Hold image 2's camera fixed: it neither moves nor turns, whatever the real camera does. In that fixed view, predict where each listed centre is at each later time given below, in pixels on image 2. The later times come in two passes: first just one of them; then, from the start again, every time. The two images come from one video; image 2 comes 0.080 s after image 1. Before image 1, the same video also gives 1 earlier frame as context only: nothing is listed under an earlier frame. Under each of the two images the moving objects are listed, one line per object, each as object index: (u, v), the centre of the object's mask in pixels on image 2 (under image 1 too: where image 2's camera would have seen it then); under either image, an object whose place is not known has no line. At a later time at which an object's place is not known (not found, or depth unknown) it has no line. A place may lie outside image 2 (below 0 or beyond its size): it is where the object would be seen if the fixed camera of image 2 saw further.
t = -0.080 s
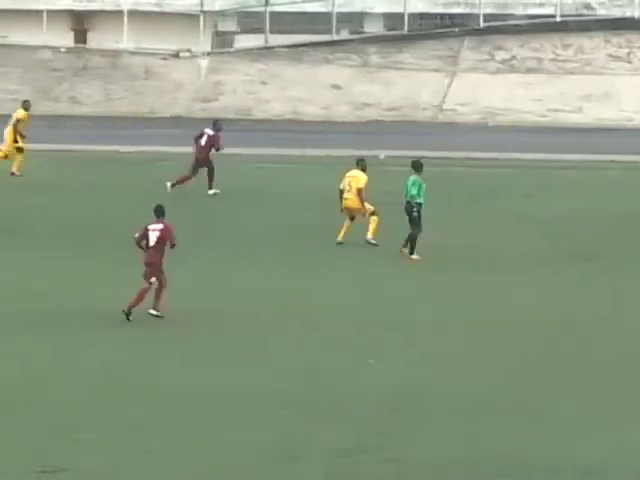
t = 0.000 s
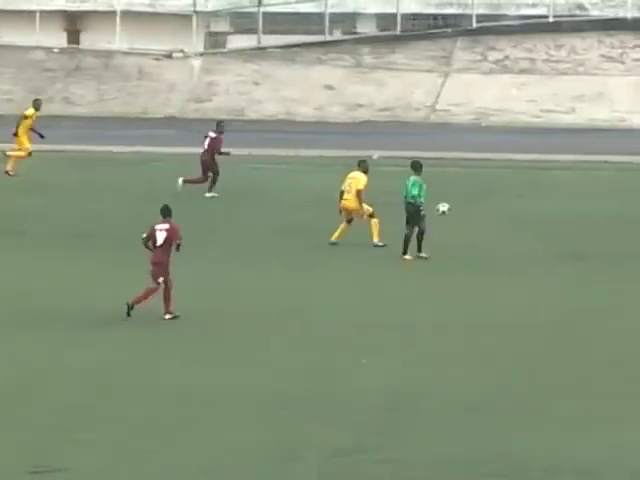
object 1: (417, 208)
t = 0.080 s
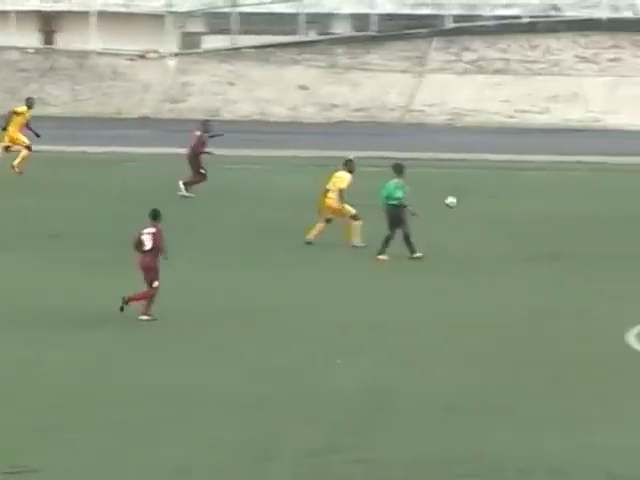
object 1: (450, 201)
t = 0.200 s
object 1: (500, 197)
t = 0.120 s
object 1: (467, 198)
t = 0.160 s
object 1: (483, 198)
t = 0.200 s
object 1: (500, 197)
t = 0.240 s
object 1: (515, 197)
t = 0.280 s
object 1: (531, 200)
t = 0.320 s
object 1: (547, 203)
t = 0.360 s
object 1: (562, 206)
